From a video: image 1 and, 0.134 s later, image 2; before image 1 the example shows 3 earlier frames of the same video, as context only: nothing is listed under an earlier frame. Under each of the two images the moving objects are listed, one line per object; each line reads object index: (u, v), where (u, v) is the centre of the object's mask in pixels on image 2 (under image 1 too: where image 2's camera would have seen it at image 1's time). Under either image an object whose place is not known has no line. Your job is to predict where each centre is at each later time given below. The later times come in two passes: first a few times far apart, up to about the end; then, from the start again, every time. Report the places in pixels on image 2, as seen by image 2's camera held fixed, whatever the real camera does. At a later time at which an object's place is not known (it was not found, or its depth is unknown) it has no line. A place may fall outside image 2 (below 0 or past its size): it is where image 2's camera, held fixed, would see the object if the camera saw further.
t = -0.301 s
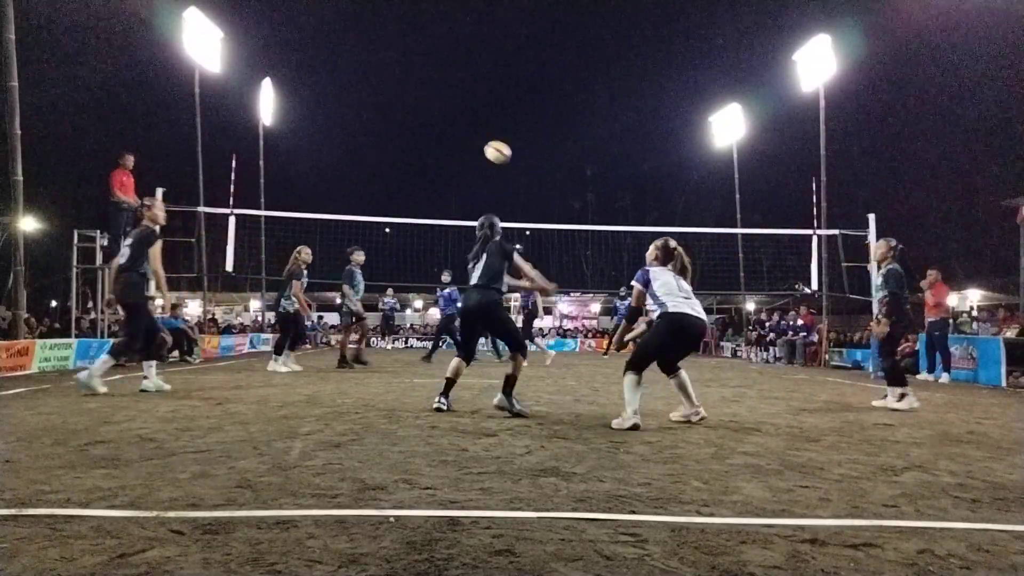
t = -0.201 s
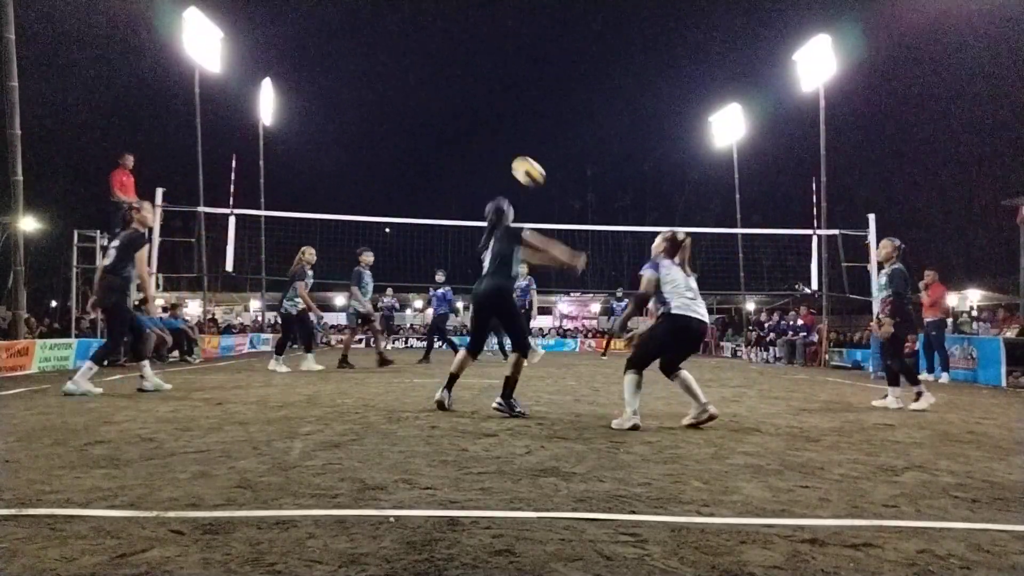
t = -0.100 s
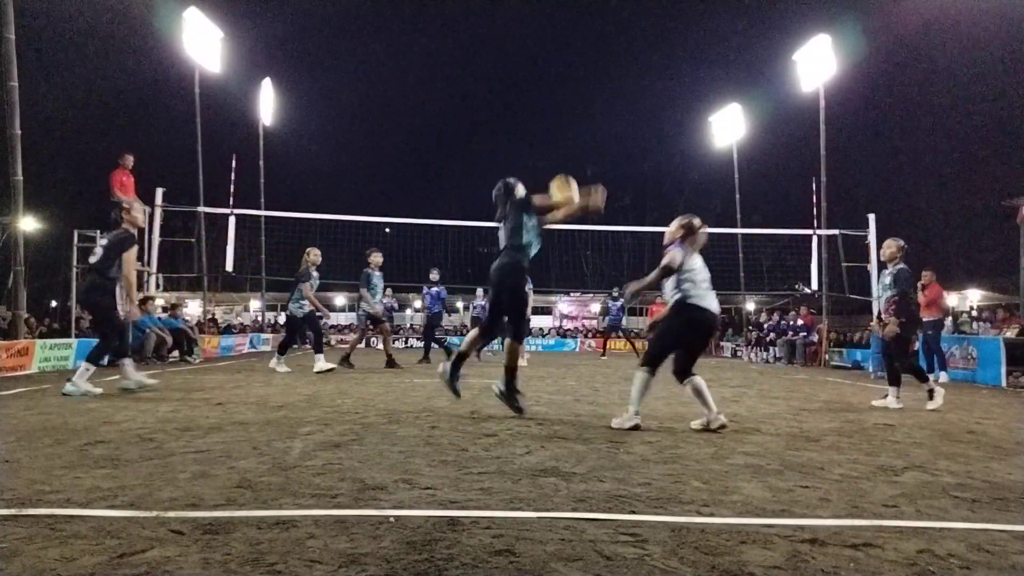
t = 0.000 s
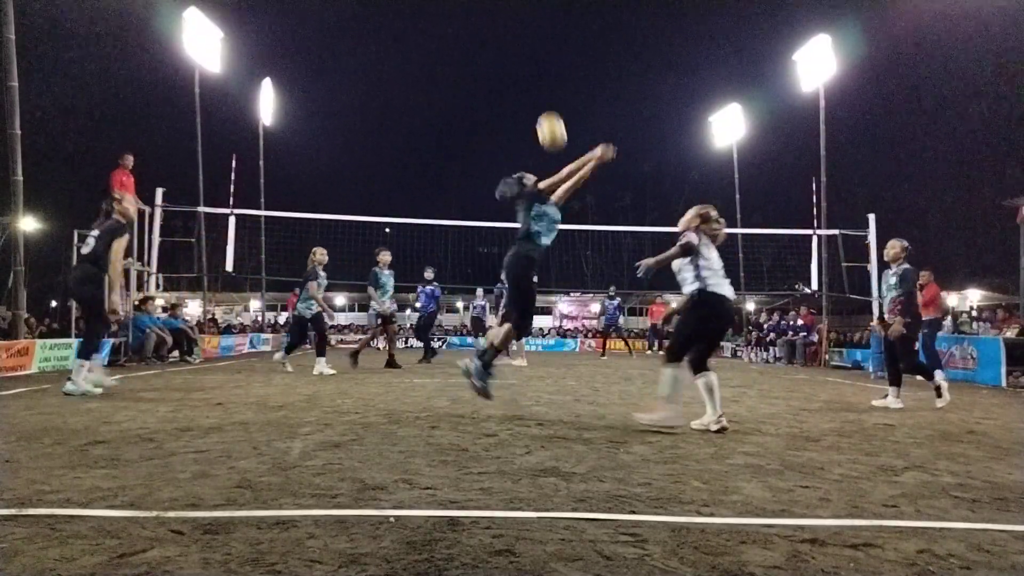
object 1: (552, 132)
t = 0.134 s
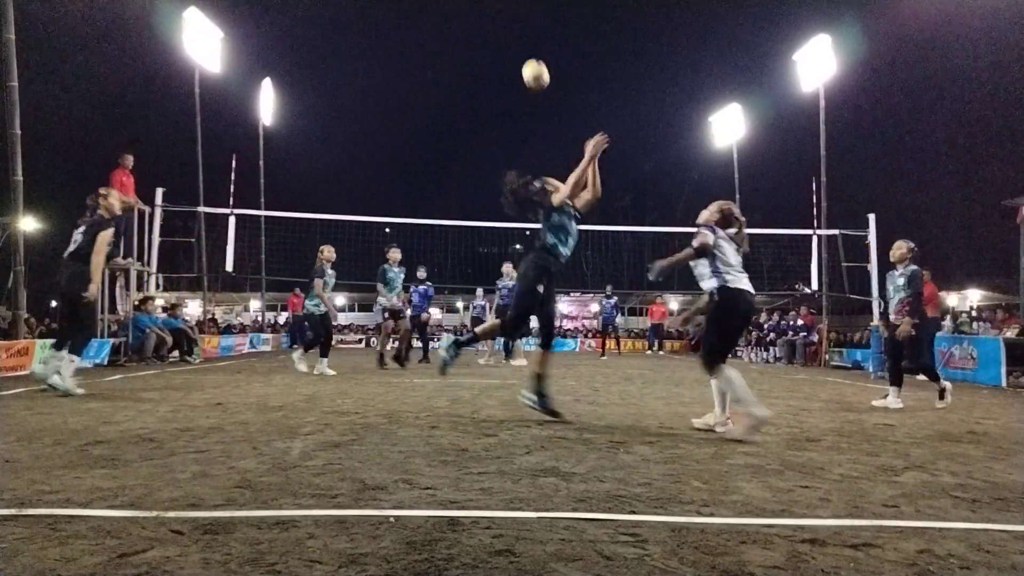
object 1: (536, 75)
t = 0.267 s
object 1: (522, 46)
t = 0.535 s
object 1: (499, 46)
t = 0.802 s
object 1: (481, 104)
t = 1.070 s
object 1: (466, 201)
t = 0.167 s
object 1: (532, 65)
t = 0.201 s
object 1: (529, 58)
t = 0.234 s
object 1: (525, 51)
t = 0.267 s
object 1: (522, 46)
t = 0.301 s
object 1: (519, 42)
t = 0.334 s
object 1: (516, 39)
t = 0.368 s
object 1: (513, 37)
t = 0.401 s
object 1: (510, 37)
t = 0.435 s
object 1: (507, 38)
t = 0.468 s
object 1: (505, 40)
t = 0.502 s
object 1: (502, 42)
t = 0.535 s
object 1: (499, 46)
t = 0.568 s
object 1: (497, 51)
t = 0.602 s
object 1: (494, 56)
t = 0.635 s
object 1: (492, 62)
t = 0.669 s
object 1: (490, 69)
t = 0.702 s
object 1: (487, 77)
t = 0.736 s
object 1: (485, 85)
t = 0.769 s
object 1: (483, 94)
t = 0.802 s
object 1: (481, 104)
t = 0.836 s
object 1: (478, 114)
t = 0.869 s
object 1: (477, 125)
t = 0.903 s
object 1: (474, 136)
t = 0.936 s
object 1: (473, 148)
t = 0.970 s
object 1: (471, 161)
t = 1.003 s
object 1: (469, 174)
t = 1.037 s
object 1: (467, 187)
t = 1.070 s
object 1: (466, 201)
